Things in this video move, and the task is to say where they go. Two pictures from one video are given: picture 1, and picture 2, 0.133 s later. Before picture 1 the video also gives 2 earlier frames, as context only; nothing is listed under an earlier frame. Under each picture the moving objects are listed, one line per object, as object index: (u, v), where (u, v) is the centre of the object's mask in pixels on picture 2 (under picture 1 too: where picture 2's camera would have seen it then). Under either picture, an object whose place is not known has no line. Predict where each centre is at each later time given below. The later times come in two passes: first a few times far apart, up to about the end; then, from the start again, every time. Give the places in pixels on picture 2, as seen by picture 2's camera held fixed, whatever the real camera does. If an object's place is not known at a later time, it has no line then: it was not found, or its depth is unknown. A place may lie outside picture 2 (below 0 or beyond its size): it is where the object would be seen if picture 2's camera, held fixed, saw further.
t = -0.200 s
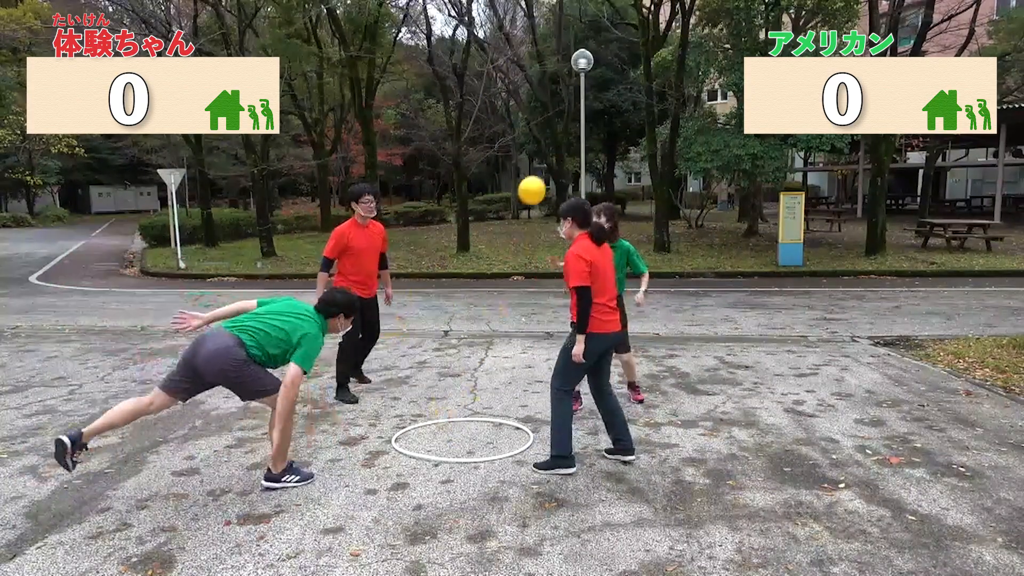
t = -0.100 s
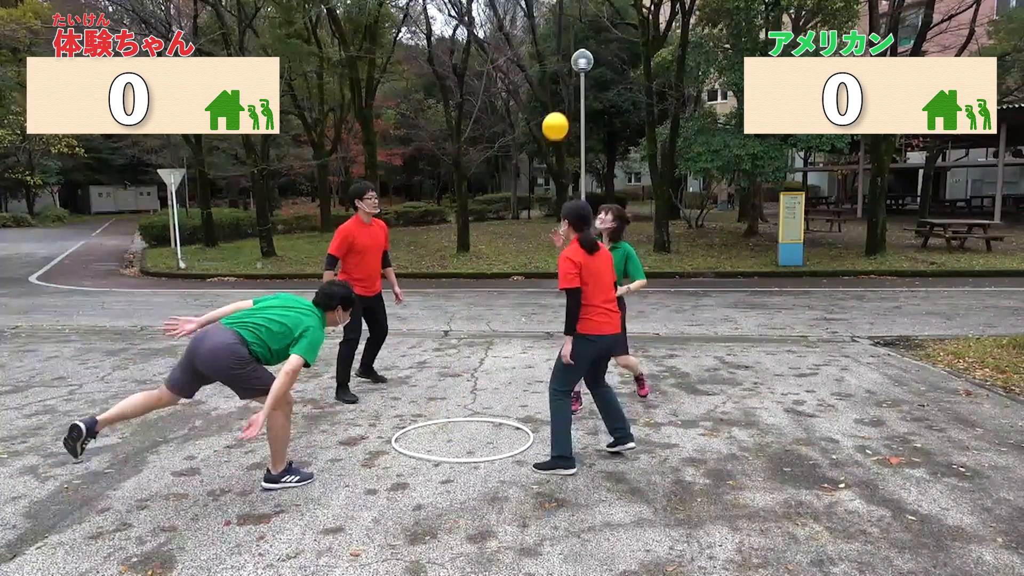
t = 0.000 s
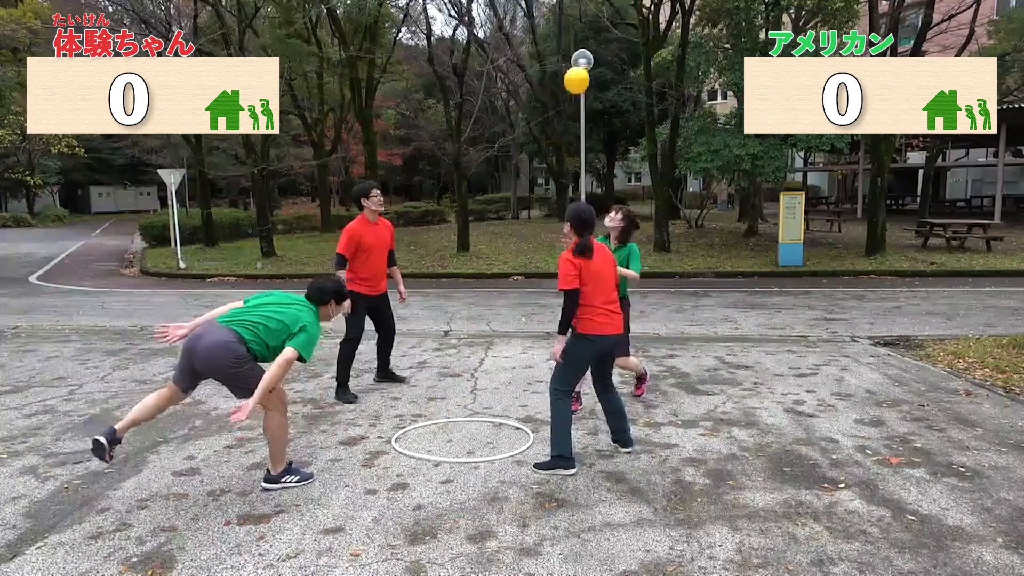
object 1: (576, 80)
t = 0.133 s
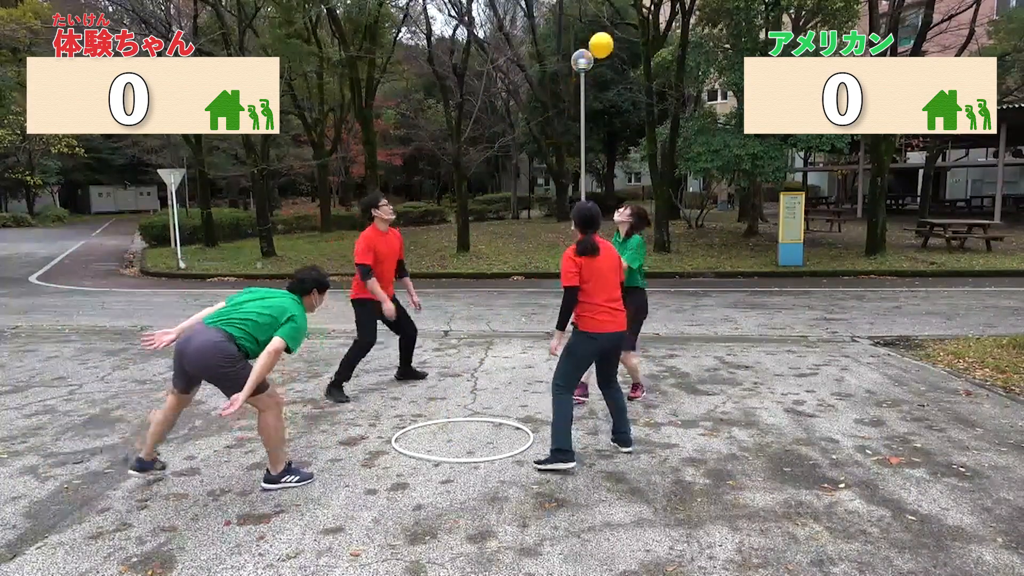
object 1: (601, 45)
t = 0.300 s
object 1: (629, 36)
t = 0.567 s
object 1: (664, 86)
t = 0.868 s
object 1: (692, 209)
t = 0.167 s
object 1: (607, 40)
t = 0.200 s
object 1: (613, 37)
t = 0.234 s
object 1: (618, 35)
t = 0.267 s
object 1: (623, 35)
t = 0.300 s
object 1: (629, 36)
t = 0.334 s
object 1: (633, 38)
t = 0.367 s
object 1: (638, 41)
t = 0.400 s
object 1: (643, 46)
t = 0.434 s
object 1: (648, 52)
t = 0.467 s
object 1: (652, 59)
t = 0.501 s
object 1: (657, 67)
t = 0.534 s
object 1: (661, 76)
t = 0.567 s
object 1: (664, 86)
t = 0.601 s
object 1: (668, 96)
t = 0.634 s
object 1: (672, 108)
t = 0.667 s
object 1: (675, 120)
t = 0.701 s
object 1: (679, 133)
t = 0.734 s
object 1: (681, 148)
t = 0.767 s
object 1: (684, 162)
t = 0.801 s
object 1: (687, 177)
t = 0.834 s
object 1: (689, 193)
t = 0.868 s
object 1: (692, 209)
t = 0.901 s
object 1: (694, 226)
